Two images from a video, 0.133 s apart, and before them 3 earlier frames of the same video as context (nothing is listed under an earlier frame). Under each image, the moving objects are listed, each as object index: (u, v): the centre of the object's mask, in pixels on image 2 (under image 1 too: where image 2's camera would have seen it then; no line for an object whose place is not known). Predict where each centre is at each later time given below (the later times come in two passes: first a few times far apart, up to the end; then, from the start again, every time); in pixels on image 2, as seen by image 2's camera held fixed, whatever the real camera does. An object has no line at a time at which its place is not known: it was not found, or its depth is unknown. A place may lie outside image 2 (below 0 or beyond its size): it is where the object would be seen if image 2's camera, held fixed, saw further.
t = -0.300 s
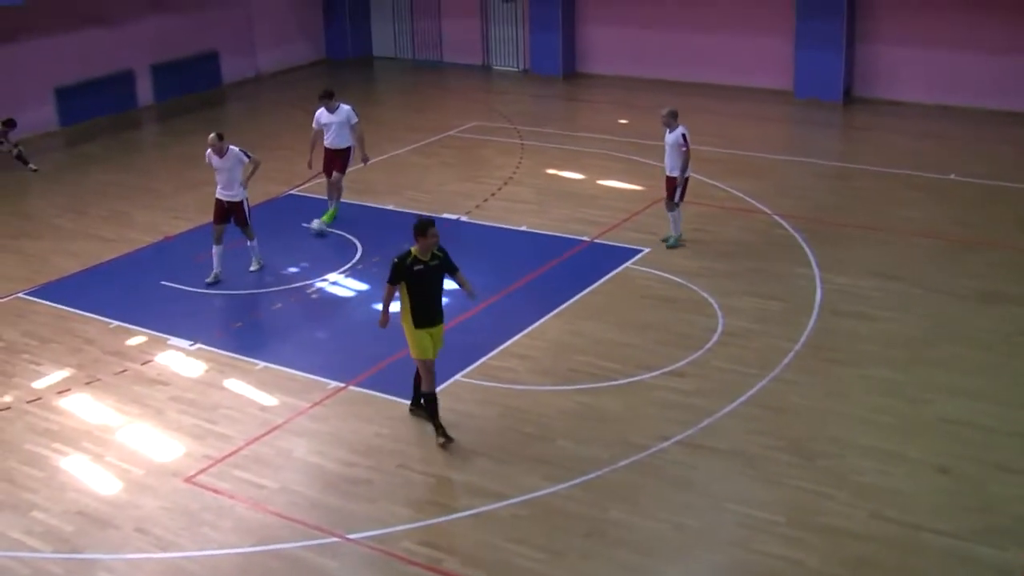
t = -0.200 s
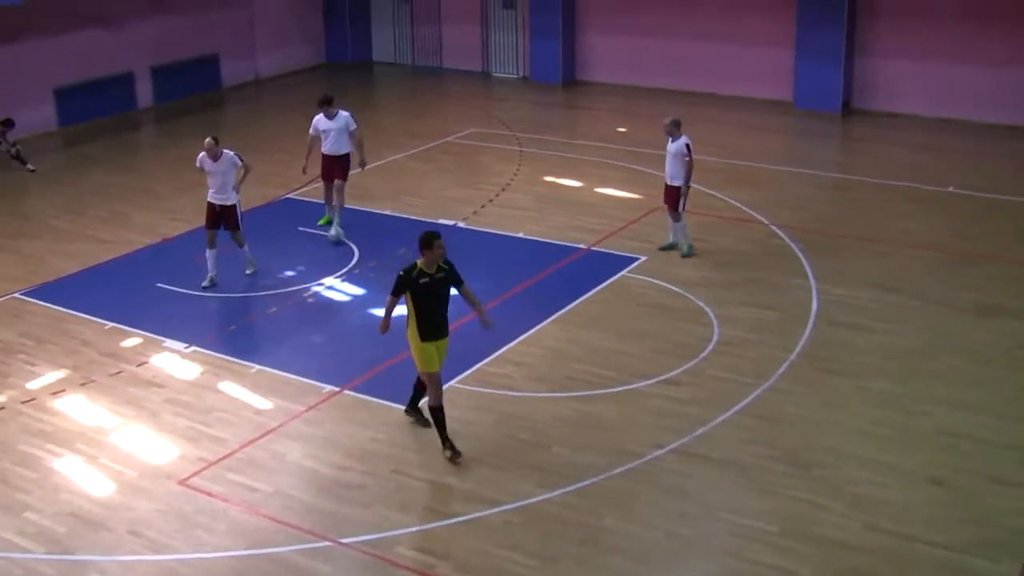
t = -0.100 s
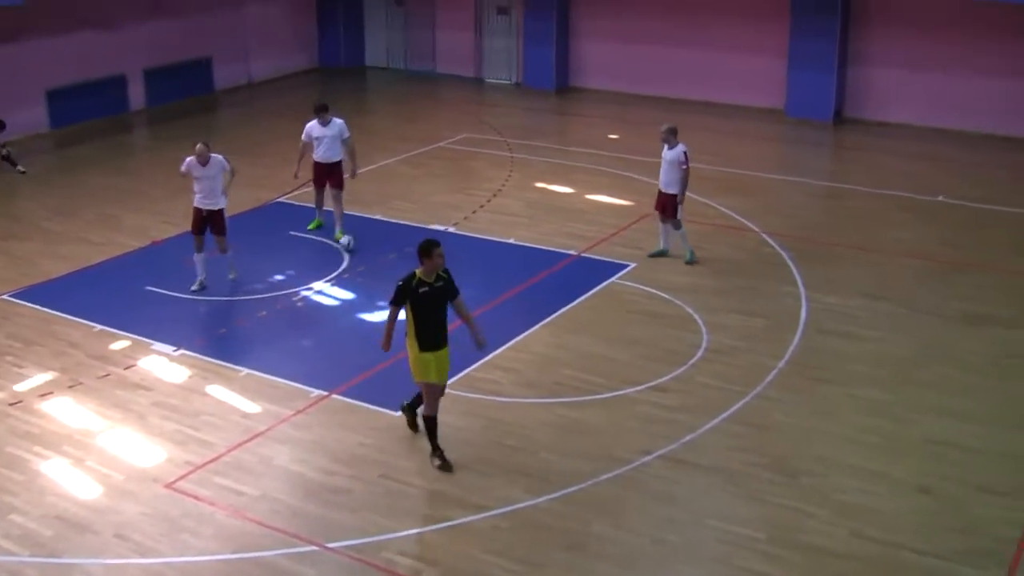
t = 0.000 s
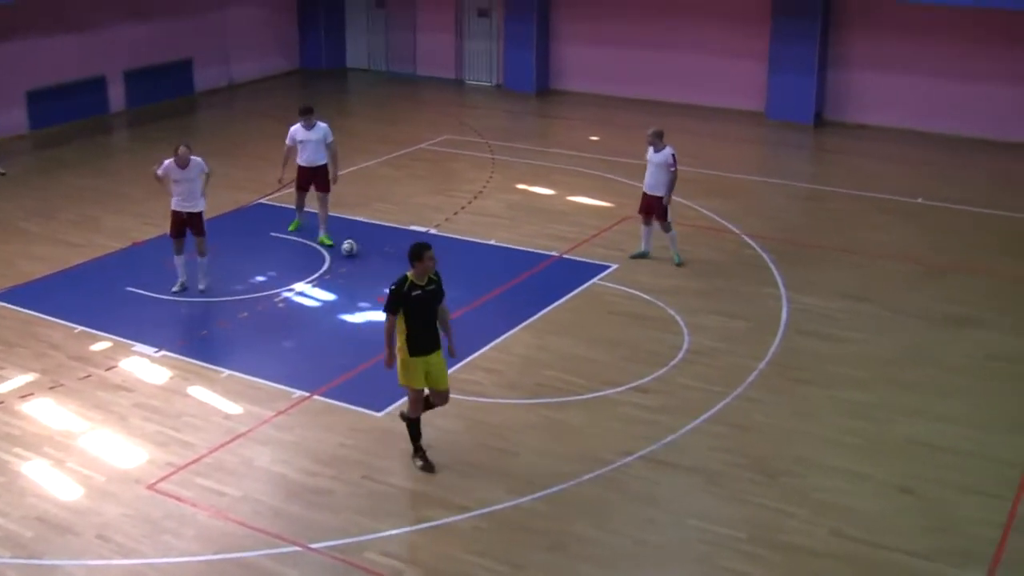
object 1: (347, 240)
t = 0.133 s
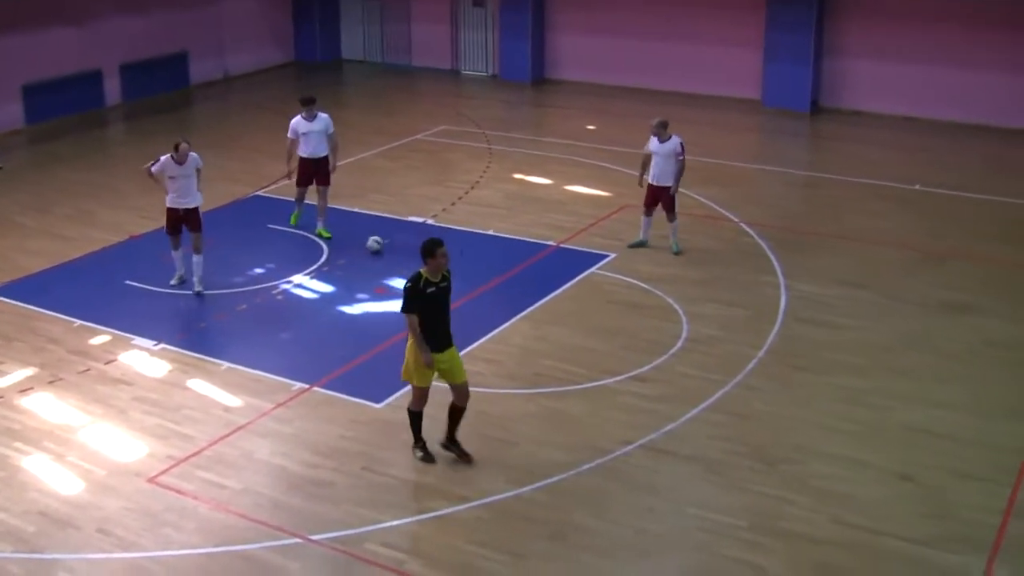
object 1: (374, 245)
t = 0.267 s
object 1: (402, 250)
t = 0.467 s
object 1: (443, 258)
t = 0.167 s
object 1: (382, 245)
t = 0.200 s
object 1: (389, 247)
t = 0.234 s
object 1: (395, 247)
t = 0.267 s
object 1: (402, 250)
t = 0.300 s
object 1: (408, 251)
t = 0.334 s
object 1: (416, 252)
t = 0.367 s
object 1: (423, 254)
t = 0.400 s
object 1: (429, 255)
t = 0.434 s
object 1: (436, 256)
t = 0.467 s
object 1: (443, 258)
